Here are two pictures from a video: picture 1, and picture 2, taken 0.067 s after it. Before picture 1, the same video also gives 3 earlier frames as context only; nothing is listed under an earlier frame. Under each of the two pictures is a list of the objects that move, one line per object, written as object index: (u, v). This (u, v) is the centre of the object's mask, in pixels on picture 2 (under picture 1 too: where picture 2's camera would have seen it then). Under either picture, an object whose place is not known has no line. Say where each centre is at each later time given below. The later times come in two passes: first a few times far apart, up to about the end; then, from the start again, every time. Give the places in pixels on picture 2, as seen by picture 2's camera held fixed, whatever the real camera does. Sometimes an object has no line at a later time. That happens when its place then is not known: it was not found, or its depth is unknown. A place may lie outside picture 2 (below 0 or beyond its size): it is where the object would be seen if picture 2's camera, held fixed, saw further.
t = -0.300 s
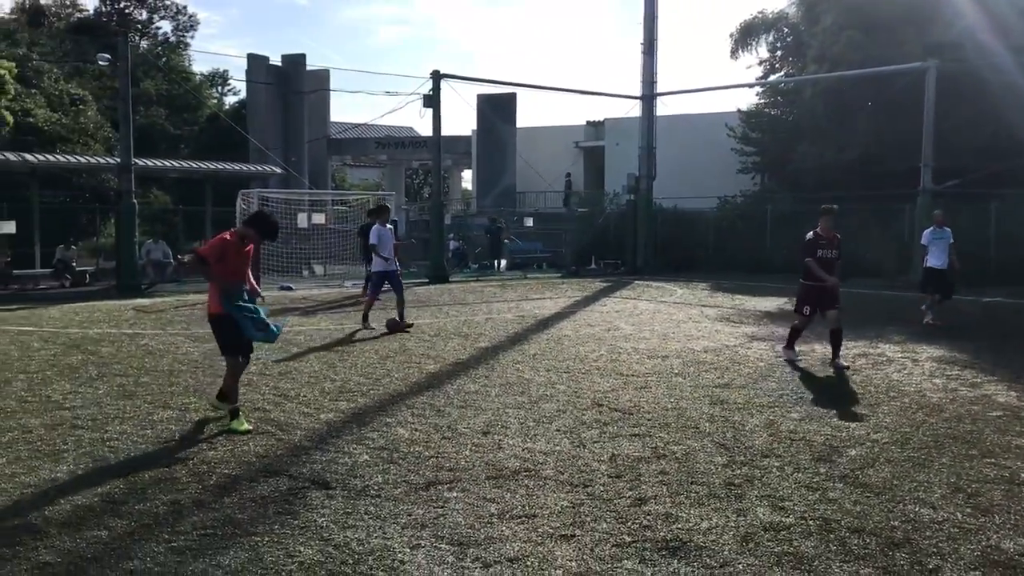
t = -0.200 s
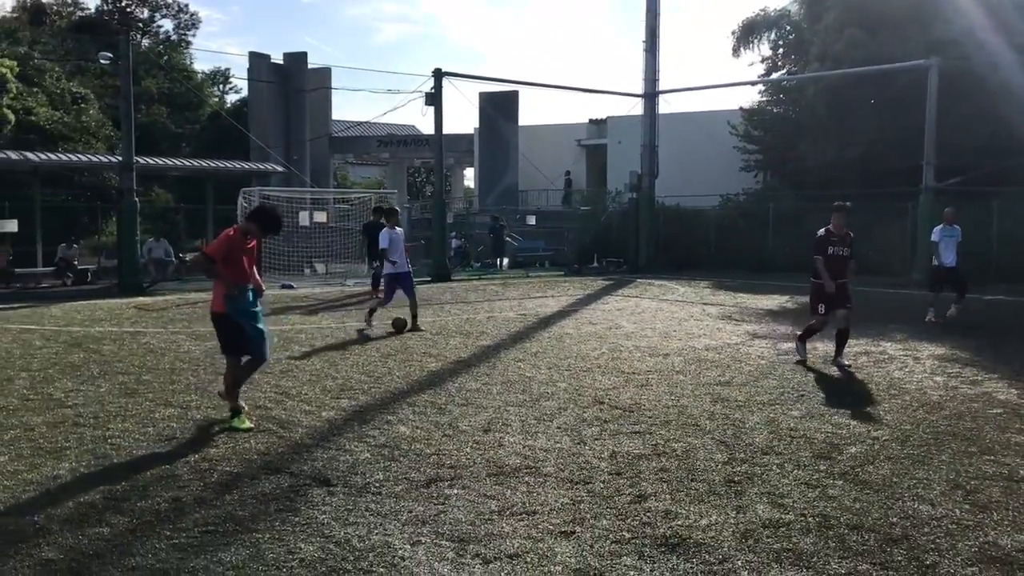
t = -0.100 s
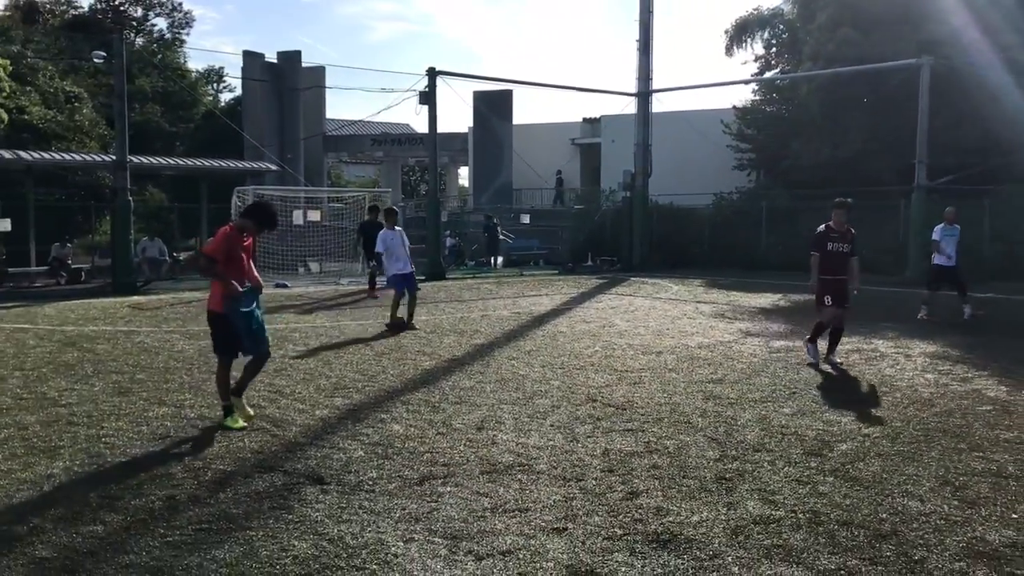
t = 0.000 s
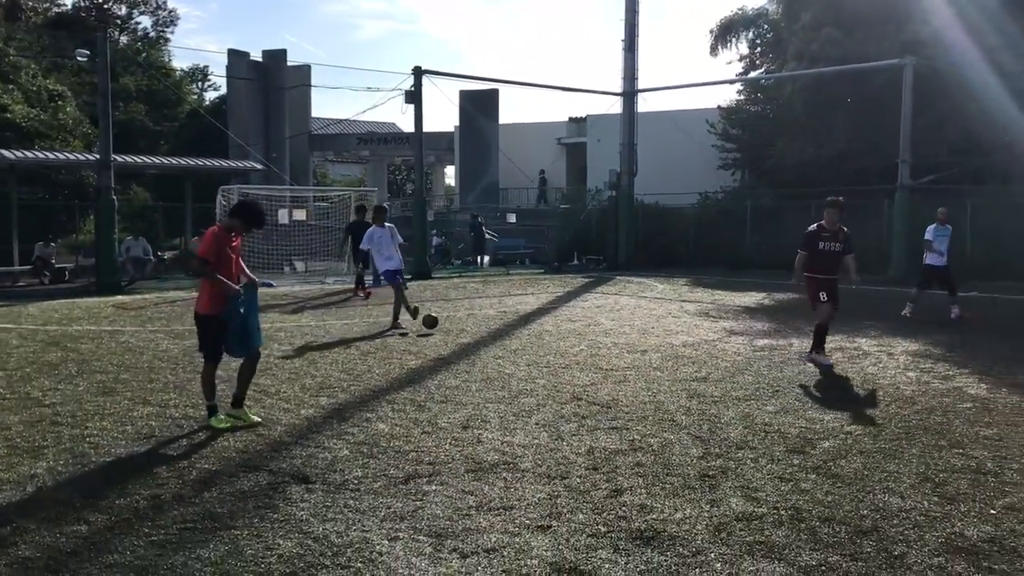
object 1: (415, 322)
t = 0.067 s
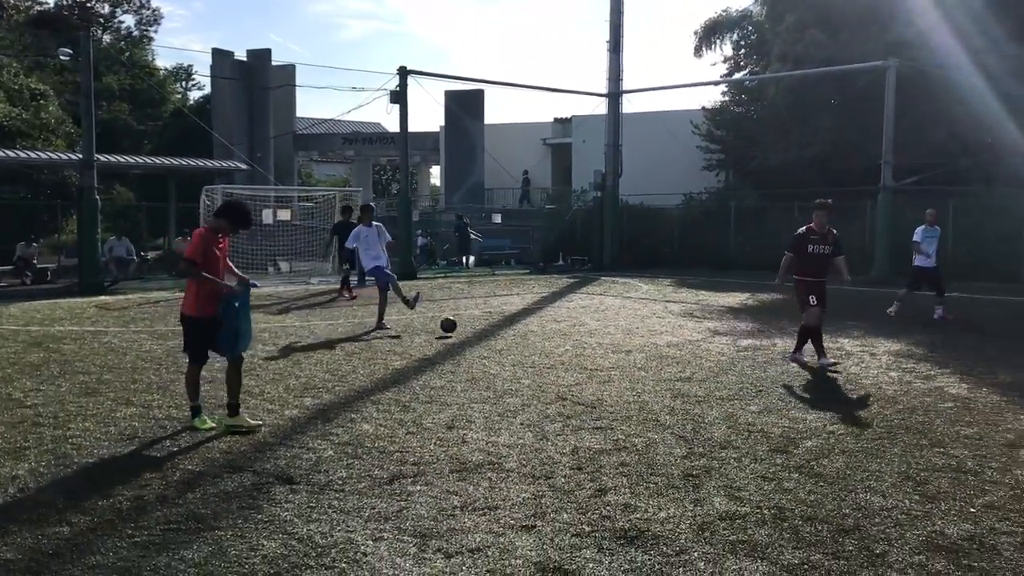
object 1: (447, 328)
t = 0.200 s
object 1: (508, 332)
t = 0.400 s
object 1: (589, 338)
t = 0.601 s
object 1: (659, 343)
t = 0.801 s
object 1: (726, 348)
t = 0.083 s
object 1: (456, 329)
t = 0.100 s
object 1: (464, 331)
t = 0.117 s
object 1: (474, 331)
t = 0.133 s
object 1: (481, 332)
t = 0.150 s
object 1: (487, 331)
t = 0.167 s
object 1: (494, 332)
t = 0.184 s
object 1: (501, 331)
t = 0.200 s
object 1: (508, 332)
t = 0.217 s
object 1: (515, 332)
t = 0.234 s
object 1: (522, 333)
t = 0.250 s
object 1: (529, 333)
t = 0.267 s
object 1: (536, 334)
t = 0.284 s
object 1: (544, 335)
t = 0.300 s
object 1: (551, 336)
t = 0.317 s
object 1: (558, 336)
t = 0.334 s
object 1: (565, 337)
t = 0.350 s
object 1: (571, 337)
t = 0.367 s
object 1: (577, 337)
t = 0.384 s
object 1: (583, 338)
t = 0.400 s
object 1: (589, 338)
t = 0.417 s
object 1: (595, 339)
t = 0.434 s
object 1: (601, 339)
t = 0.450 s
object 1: (608, 339)
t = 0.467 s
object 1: (613, 340)
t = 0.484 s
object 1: (619, 341)
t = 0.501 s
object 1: (625, 341)
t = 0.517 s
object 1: (631, 341)
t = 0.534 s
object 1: (636, 341)
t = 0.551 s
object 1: (642, 342)
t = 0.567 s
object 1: (648, 343)
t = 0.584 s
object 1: (653, 343)
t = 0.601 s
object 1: (659, 343)
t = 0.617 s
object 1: (664, 343)
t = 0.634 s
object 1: (670, 344)
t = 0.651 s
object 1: (675, 344)
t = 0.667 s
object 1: (681, 345)
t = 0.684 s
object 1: (687, 346)
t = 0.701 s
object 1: (692, 346)
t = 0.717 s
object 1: (698, 346)
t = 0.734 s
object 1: (703, 346)
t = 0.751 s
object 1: (709, 347)
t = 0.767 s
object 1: (715, 347)
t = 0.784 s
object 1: (720, 347)
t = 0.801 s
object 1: (726, 348)
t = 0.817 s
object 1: (731, 348)
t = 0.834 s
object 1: (737, 348)
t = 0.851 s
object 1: (743, 349)
